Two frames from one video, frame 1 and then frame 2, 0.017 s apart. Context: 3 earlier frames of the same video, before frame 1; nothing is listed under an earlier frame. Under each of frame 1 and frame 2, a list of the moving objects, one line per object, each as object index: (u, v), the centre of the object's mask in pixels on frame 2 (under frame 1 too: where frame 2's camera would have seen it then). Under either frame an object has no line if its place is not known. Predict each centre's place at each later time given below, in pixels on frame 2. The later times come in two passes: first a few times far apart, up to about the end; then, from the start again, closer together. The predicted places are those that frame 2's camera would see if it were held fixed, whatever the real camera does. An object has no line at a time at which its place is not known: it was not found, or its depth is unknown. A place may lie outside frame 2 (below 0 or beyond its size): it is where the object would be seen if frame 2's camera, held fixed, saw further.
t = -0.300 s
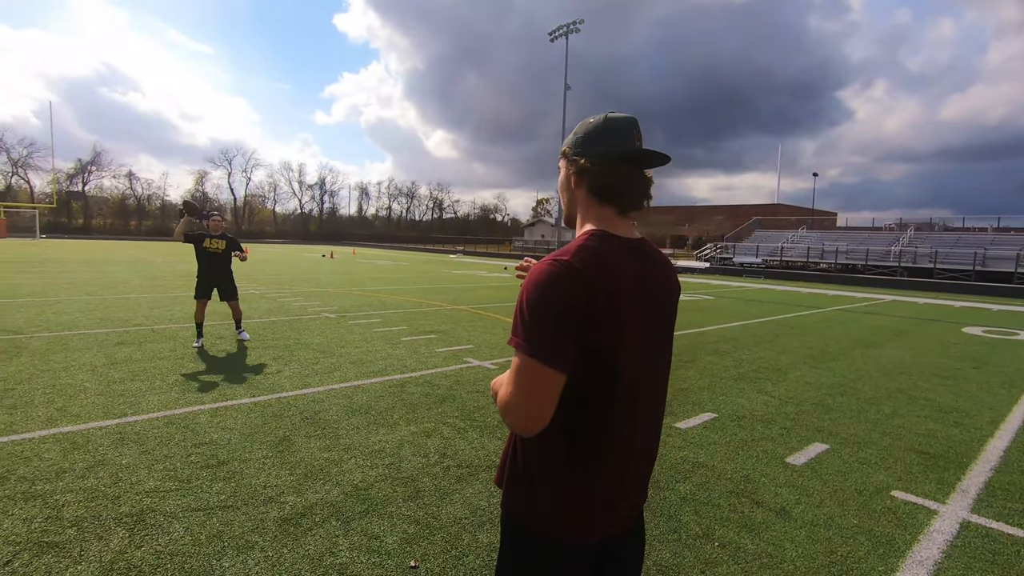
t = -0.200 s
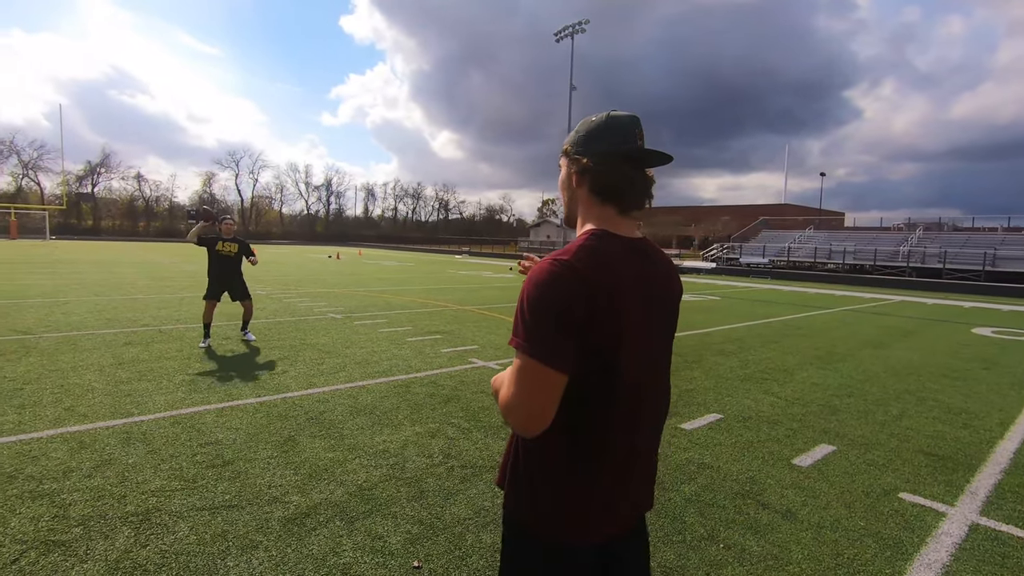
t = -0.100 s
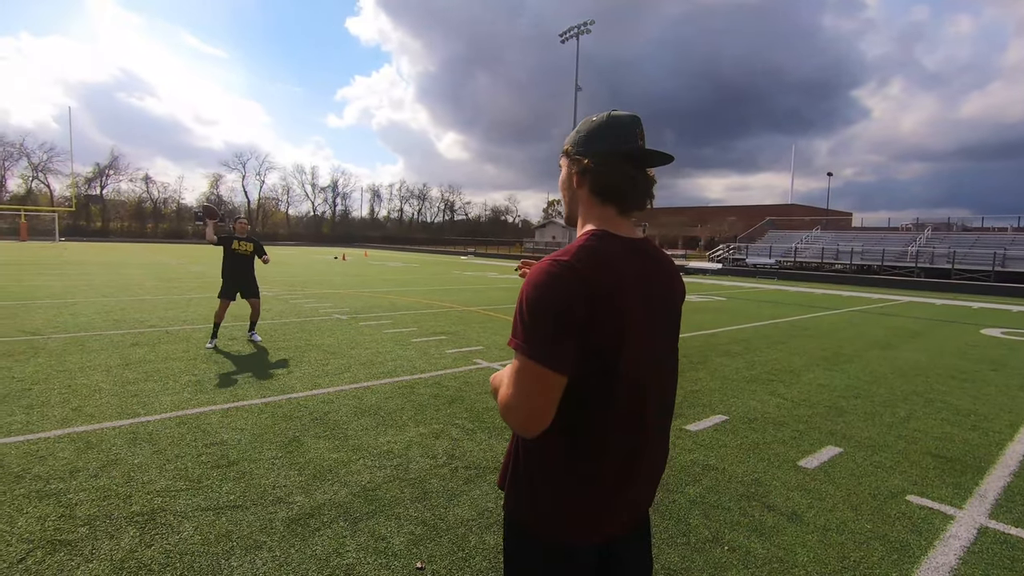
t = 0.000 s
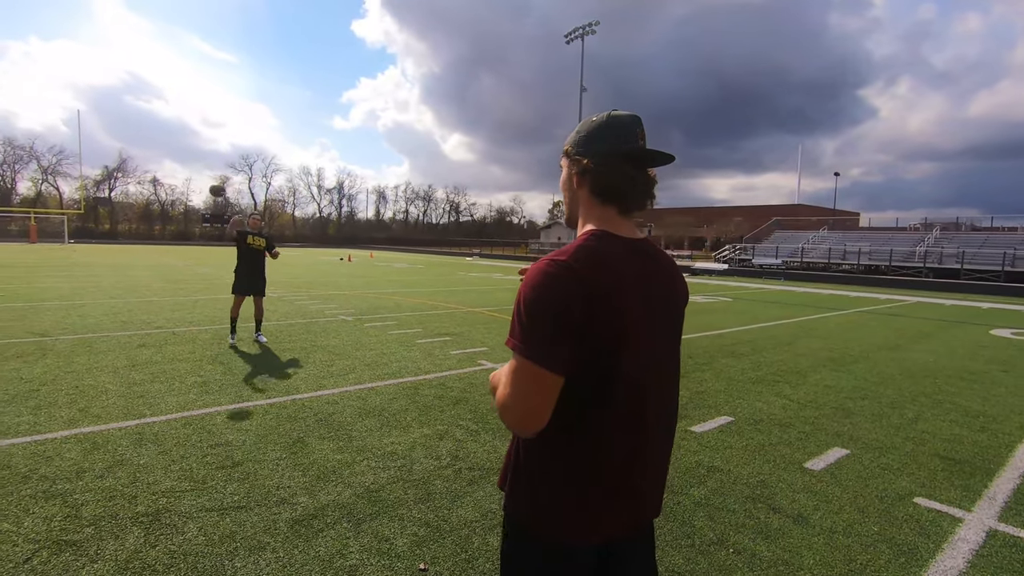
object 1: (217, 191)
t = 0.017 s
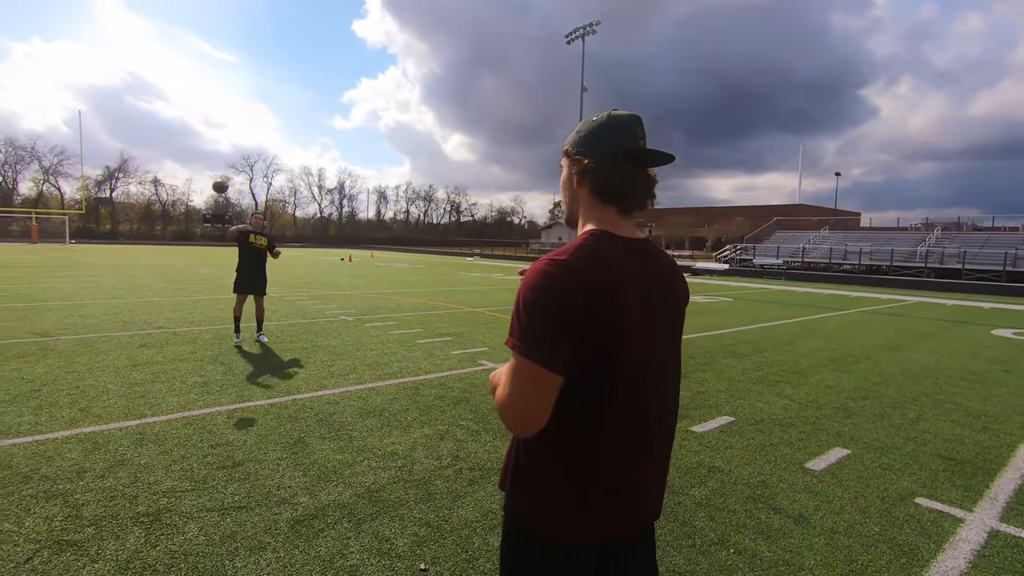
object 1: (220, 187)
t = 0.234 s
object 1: (251, 139)
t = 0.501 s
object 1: (330, 126)
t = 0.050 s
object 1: (224, 179)
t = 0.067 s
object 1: (226, 174)
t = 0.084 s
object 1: (228, 170)
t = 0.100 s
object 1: (231, 166)
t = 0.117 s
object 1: (232, 162)
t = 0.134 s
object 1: (234, 159)
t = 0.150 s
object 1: (237, 155)
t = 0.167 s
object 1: (239, 152)
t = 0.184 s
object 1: (242, 149)
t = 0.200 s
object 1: (245, 146)
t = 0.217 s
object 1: (248, 143)
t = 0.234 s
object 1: (251, 139)
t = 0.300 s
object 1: (264, 129)
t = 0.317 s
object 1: (268, 127)
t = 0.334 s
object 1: (273, 126)
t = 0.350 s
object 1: (277, 124)
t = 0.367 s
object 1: (282, 123)
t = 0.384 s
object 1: (287, 122)
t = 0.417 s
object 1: (297, 120)
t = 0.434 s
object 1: (303, 120)
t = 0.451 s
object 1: (309, 121)
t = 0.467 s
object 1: (315, 122)
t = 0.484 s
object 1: (322, 124)
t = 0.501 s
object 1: (330, 126)
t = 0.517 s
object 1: (339, 129)
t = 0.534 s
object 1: (348, 132)
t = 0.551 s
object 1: (358, 136)
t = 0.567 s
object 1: (369, 141)
